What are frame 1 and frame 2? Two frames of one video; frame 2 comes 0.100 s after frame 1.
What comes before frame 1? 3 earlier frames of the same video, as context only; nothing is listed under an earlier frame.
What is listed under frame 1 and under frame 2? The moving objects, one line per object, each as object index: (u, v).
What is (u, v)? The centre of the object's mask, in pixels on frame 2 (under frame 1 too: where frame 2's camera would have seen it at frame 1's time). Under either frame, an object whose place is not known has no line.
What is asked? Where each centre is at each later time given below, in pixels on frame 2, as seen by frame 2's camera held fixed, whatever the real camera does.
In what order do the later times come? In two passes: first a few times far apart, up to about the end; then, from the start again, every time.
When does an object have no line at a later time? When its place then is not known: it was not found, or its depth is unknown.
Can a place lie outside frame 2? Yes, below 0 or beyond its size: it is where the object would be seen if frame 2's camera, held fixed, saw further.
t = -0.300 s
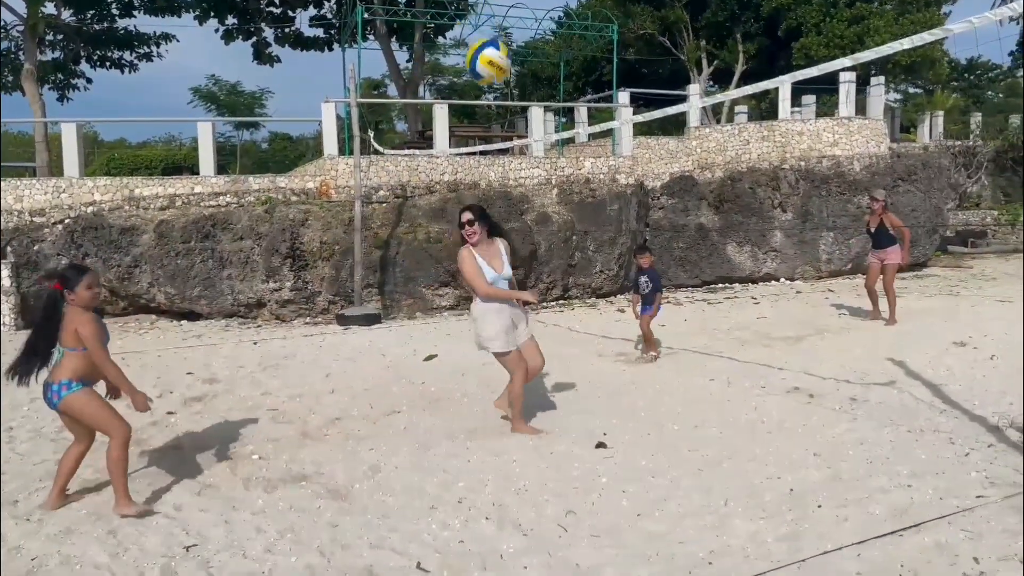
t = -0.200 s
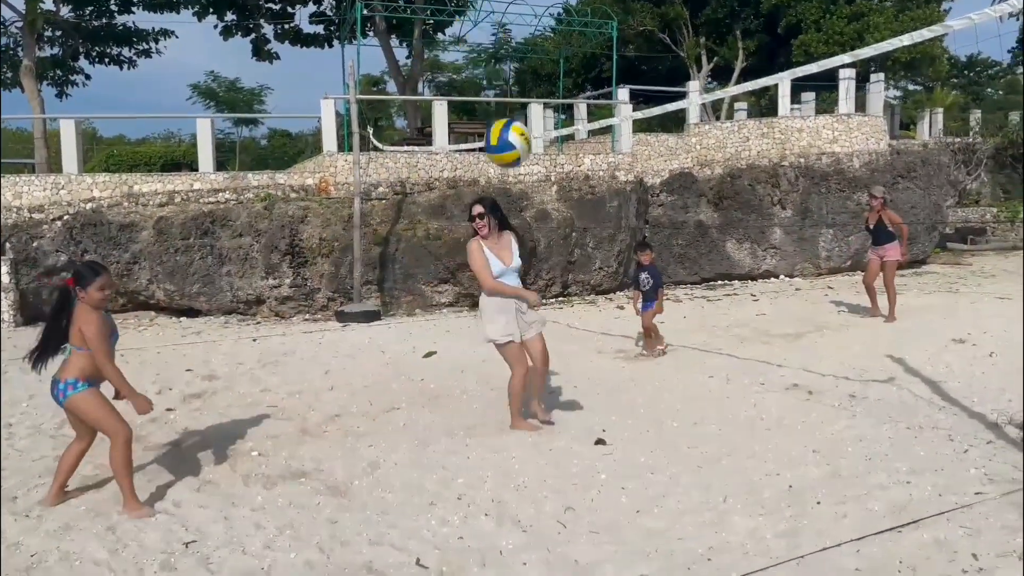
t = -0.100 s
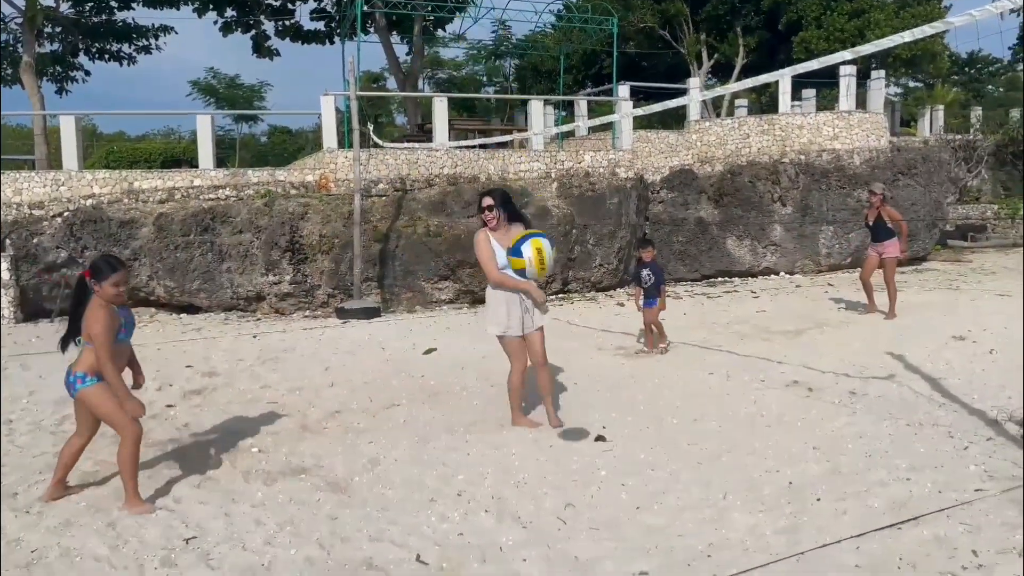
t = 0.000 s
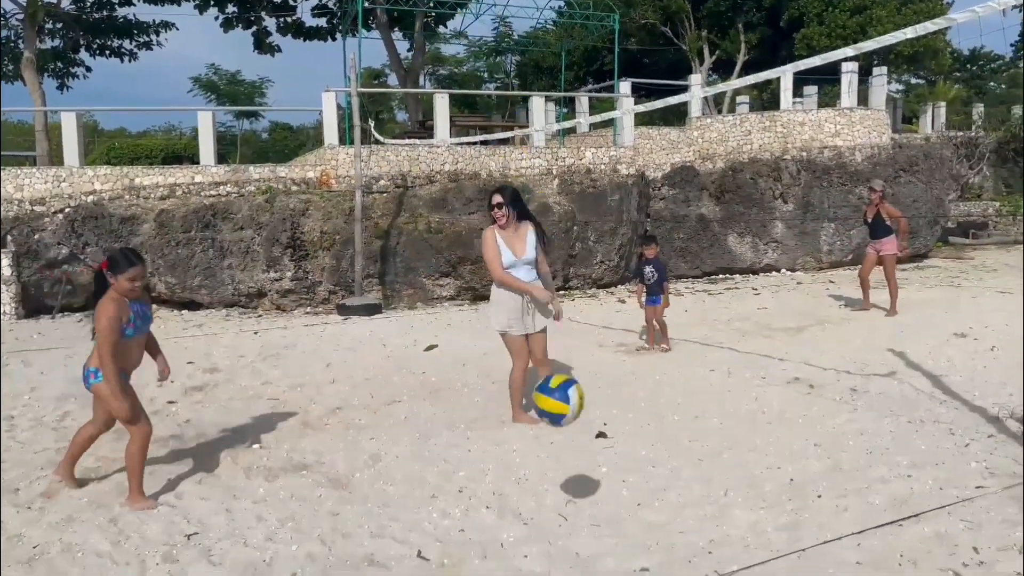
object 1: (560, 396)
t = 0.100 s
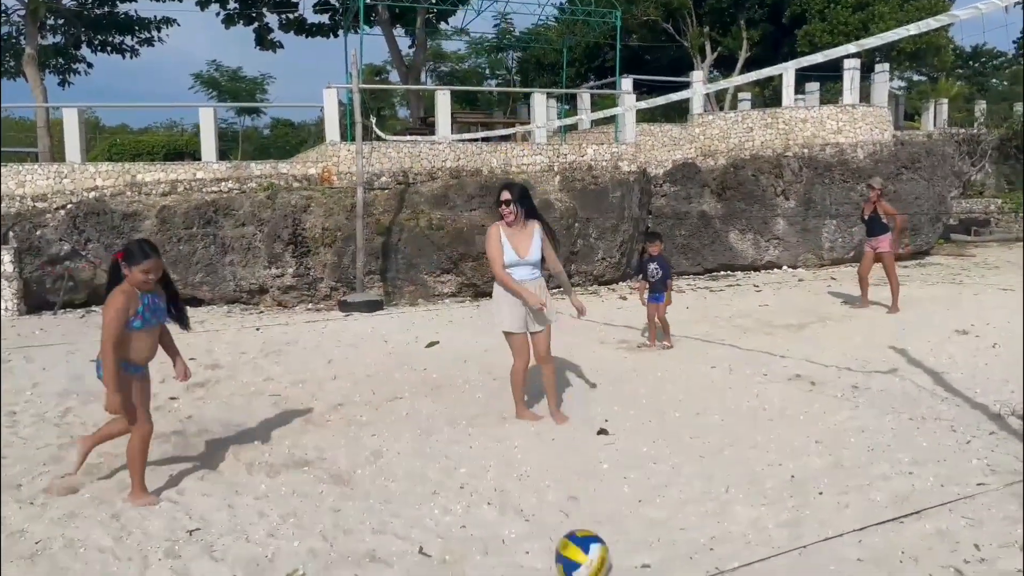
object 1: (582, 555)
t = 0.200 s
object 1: (554, 520)
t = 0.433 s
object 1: (467, 532)
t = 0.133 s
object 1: (575, 545)
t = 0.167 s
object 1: (564, 530)
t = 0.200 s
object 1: (554, 520)
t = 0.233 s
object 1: (543, 512)
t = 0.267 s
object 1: (533, 507)
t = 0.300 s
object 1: (521, 505)
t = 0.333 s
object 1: (509, 506)
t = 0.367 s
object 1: (496, 511)
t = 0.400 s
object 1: (483, 519)
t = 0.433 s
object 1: (467, 532)
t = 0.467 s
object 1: (451, 552)
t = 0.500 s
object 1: (435, 568)
